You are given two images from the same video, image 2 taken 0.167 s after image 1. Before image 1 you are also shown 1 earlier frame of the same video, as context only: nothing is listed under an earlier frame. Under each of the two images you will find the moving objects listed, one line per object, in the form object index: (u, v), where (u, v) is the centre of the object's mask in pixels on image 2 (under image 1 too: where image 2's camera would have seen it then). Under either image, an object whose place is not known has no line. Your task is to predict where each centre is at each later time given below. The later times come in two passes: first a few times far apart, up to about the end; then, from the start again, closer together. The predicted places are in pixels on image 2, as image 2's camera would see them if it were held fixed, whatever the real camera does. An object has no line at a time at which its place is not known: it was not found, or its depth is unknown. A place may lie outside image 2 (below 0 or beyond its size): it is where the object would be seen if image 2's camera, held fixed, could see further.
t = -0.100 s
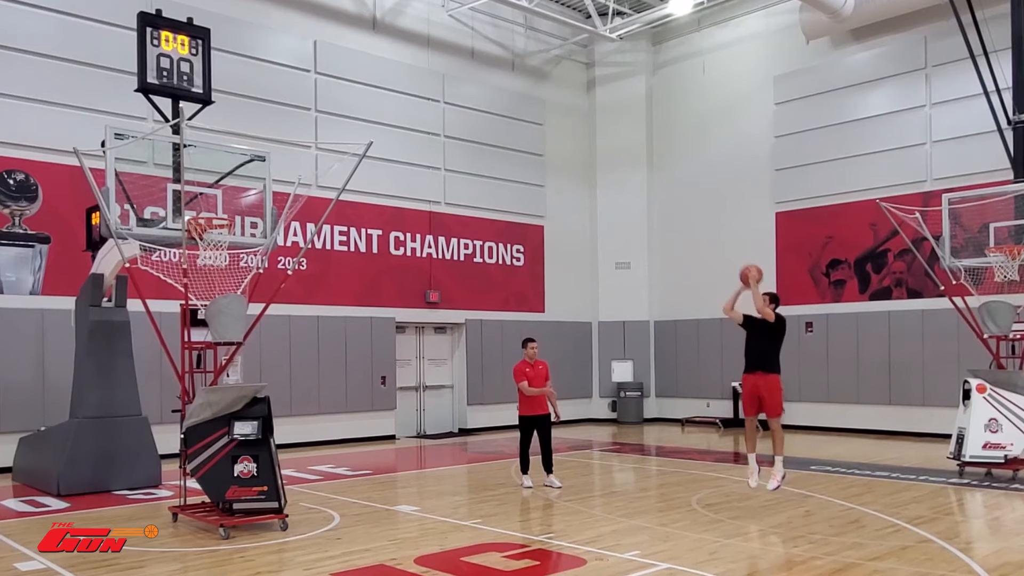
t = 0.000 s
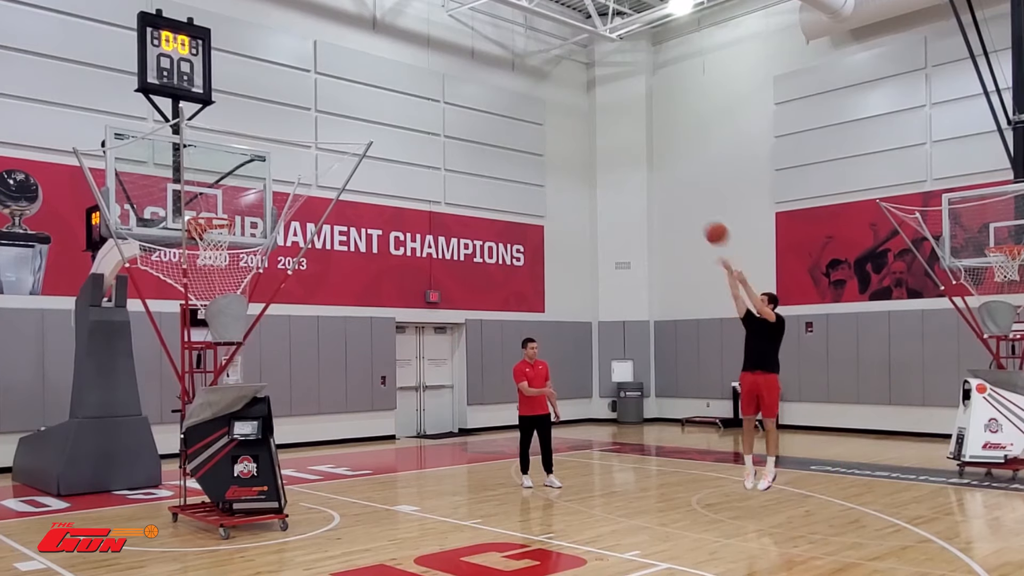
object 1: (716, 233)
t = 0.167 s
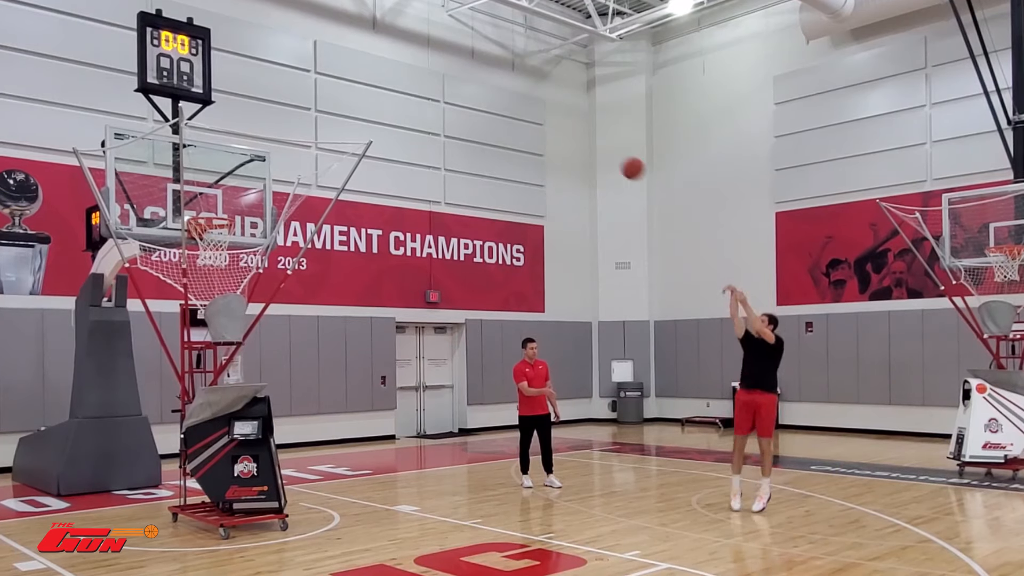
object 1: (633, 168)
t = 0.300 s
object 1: (566, 134)
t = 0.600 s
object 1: (416, 114)
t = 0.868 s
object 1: (281, 166)
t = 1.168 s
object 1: (204, 283)
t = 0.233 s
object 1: (599, 149)
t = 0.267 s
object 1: (583, 141)
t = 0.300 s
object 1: (566, 134)
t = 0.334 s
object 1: (549, 128)
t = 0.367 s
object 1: (532, 122)
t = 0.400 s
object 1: (515, 118)
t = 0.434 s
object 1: (499, 115)
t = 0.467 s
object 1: (482, 113)
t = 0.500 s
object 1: (465, 111)
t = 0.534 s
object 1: (449, 111)
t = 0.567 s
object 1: (432, 112)
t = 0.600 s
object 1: (416, 114)
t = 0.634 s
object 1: (399, 117)
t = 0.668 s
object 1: (382, 121)
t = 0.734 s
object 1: (348, 131)
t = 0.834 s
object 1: (298, 156)
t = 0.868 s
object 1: (281, 166)
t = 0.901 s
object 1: (264, 178)
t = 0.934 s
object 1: (247, 190)
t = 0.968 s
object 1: (230, 202)
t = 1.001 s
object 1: (214, 220)
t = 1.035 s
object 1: (200, 229)
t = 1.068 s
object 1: (198, 237)
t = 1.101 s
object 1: (202, 254)
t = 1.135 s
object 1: (203, 270)
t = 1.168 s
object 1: (204, 283)
